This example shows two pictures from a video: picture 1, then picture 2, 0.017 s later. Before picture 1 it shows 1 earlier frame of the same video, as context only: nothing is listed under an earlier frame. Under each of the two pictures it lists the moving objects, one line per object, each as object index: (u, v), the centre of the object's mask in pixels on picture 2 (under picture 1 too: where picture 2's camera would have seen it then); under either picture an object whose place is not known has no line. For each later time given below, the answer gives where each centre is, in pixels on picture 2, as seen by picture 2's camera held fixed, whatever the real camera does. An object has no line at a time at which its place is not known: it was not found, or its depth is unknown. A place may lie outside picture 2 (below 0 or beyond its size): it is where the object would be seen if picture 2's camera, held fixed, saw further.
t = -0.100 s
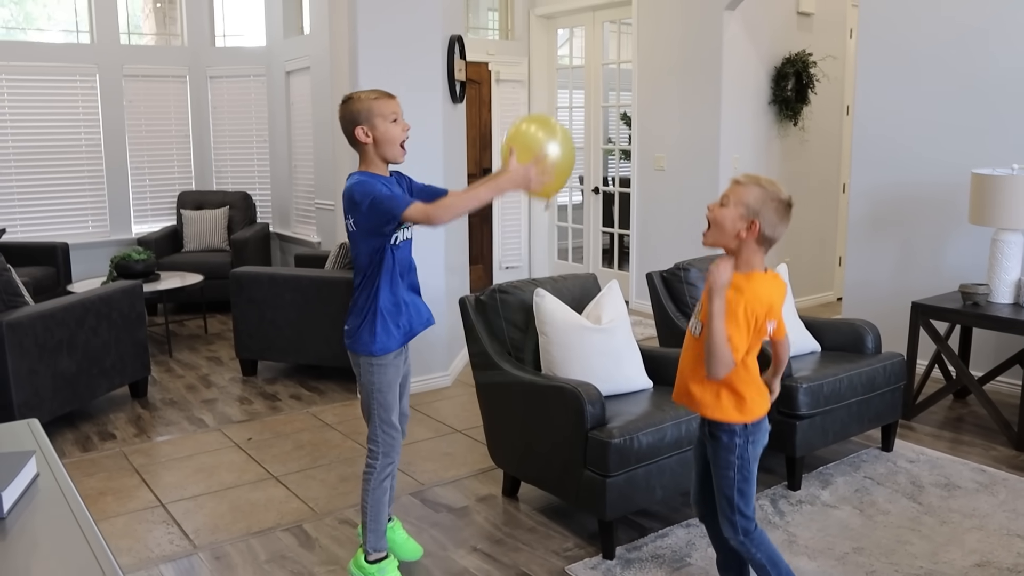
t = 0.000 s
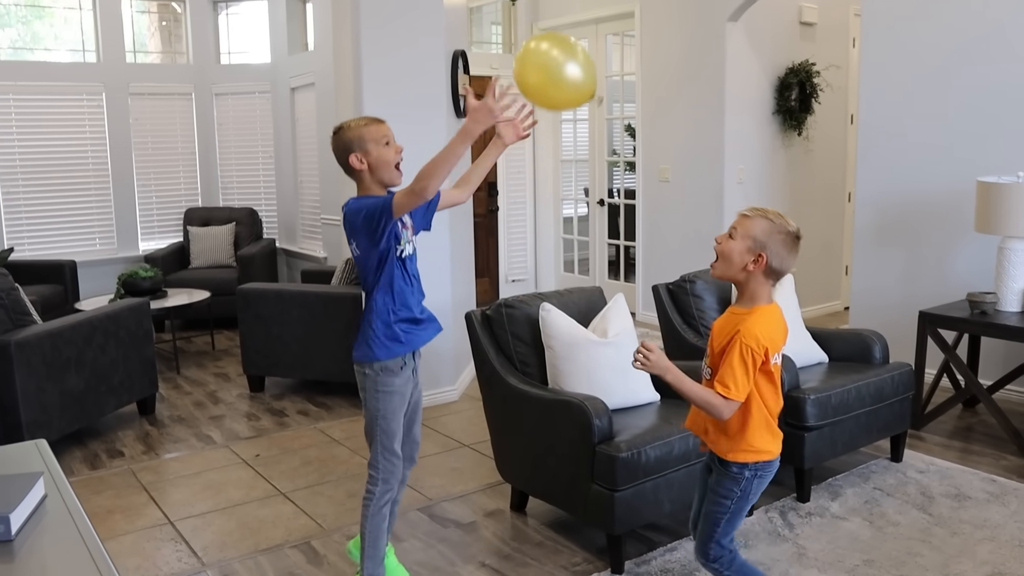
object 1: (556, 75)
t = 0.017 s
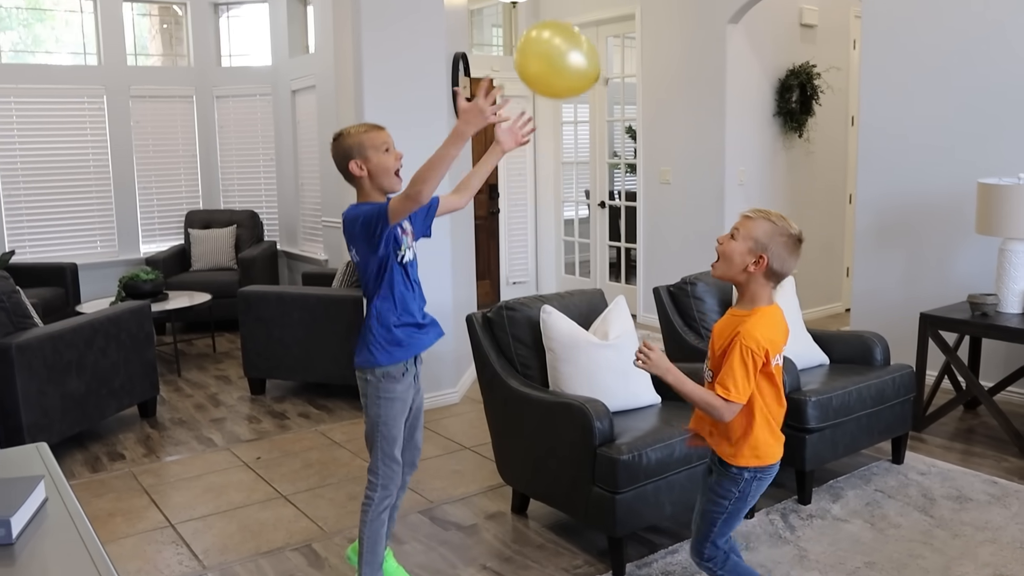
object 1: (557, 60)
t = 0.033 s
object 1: (558, 46)
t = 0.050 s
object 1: (559, 33)
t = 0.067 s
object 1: (560, 23)
